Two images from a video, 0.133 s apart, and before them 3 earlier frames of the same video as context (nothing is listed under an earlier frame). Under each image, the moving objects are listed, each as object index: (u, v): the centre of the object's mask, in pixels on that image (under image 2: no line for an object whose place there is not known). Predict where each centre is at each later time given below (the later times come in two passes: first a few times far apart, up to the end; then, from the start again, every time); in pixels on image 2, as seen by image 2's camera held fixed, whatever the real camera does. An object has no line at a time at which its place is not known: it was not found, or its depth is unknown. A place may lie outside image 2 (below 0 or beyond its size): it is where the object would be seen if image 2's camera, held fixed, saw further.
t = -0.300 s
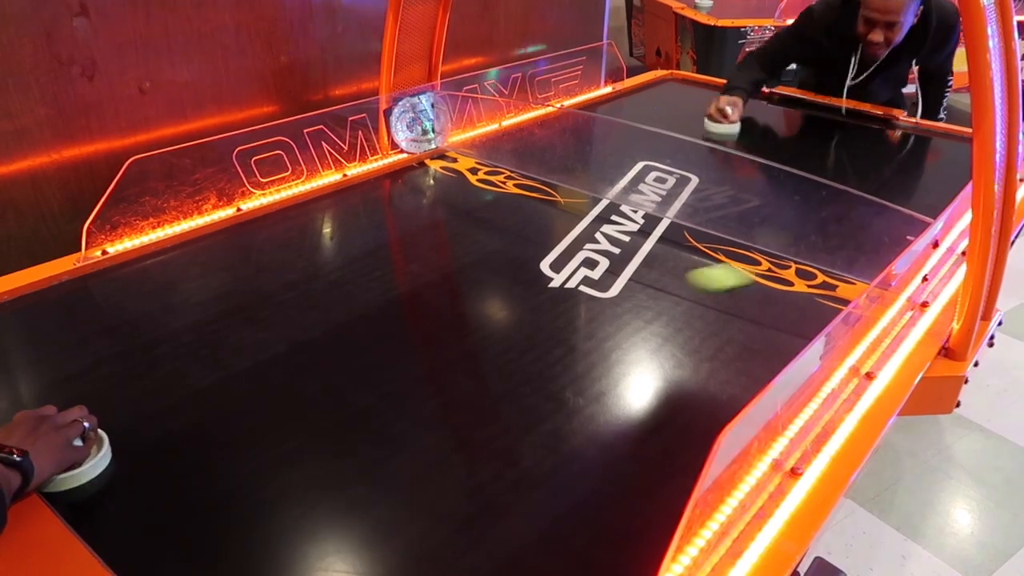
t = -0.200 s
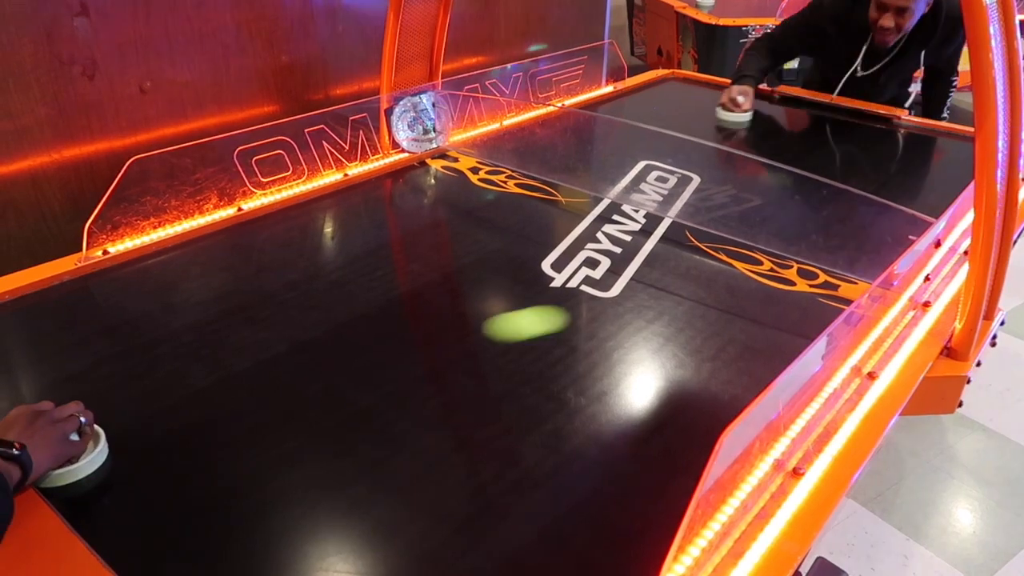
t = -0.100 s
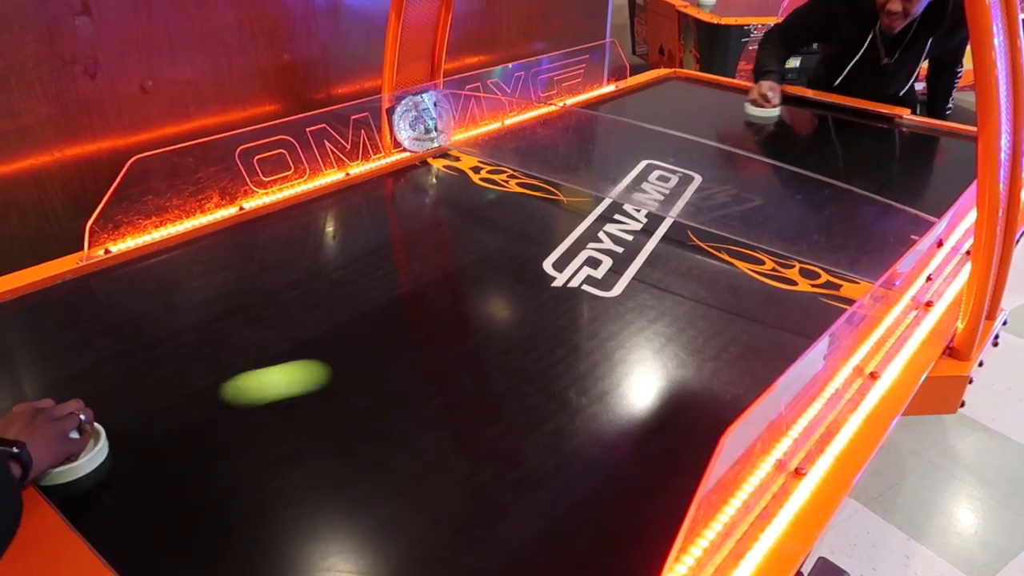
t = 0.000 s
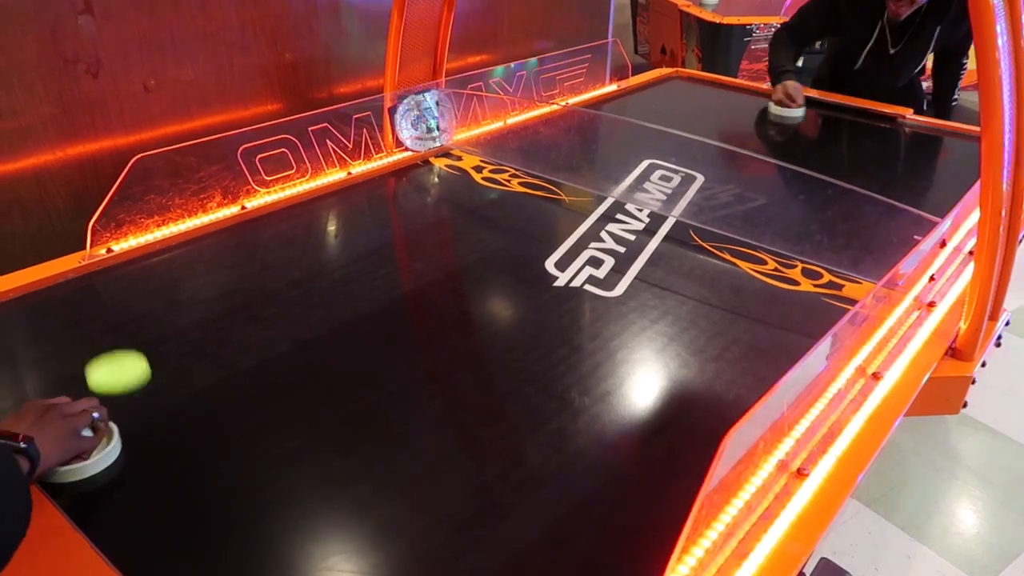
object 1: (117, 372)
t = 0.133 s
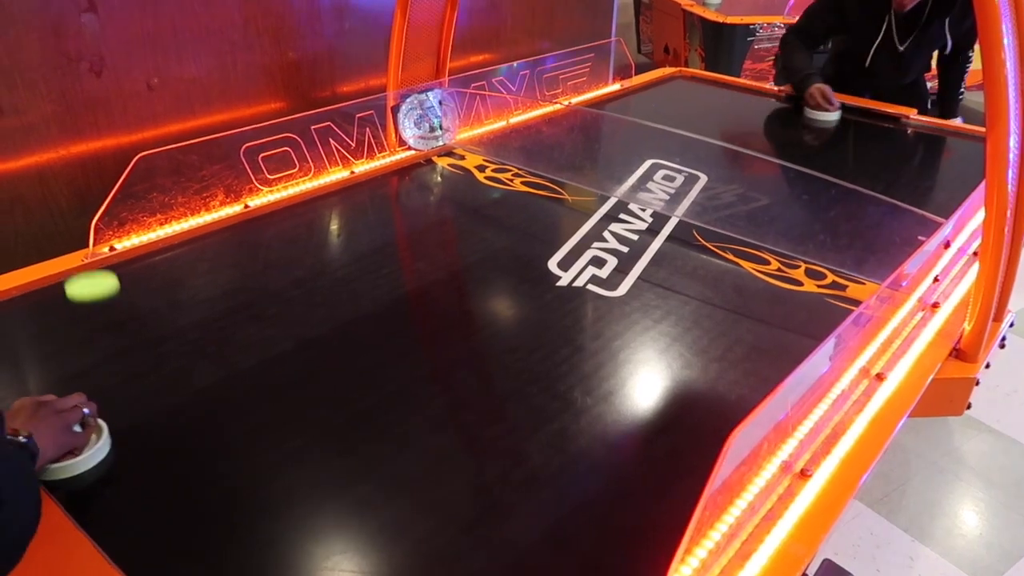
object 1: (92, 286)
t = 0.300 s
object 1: (262, 301)
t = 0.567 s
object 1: (581, 337)
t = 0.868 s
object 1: (769, 313)
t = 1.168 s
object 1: (638, 211)
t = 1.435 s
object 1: (565, 150)
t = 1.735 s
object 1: (619, 132)
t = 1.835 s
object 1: (666, 135)
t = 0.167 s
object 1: (115, 283)
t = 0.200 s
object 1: (150, 288)
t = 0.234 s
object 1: (187, 292)
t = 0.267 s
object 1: (224, 296)
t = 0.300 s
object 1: (262, 301)
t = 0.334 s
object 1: (300, 306)
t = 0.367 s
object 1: (339, 310)
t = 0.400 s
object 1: (378, 314)
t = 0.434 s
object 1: (418, 319)
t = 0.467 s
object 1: (458, 324)
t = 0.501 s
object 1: (499, 328)
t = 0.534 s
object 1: (540, 333)
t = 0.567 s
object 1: (581, 337)
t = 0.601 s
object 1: (621, 342)
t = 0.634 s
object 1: (669, 347)
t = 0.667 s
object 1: (712, 352)
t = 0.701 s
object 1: (755, 356)
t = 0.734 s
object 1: (785, 357)
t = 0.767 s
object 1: (809, 350)
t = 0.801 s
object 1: (801, 341)
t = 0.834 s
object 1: (789, 328)
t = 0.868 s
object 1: (769, 313)
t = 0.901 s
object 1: (751, 299)
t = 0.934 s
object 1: (734, 286)
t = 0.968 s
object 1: (718, 273)
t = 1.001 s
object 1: (703, 261)
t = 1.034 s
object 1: (689, 250)
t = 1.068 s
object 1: (676, 239)
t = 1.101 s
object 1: (665, 229)
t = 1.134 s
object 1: (650, 220)
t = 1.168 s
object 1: (638, 211)
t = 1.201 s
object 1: (624, 205)
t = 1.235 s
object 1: (616, 192)
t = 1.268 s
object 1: (607, 185)
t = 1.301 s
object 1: (598, 178)
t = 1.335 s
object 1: (589, 170)
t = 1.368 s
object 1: (581, 163)
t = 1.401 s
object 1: (573, 157)
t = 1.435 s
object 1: (565, 150)
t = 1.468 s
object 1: (558, 144)
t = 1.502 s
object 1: (551, 138)
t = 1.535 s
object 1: (545, 132)
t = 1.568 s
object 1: (541, 127)
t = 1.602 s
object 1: (556, 128)
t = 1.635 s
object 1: (571, 129)
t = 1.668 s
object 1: (587, 130)
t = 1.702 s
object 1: (603, 131)
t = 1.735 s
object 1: (619, 132)
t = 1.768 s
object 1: (635, 133)
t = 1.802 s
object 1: (651, 134)
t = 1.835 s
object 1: (666, 135)
